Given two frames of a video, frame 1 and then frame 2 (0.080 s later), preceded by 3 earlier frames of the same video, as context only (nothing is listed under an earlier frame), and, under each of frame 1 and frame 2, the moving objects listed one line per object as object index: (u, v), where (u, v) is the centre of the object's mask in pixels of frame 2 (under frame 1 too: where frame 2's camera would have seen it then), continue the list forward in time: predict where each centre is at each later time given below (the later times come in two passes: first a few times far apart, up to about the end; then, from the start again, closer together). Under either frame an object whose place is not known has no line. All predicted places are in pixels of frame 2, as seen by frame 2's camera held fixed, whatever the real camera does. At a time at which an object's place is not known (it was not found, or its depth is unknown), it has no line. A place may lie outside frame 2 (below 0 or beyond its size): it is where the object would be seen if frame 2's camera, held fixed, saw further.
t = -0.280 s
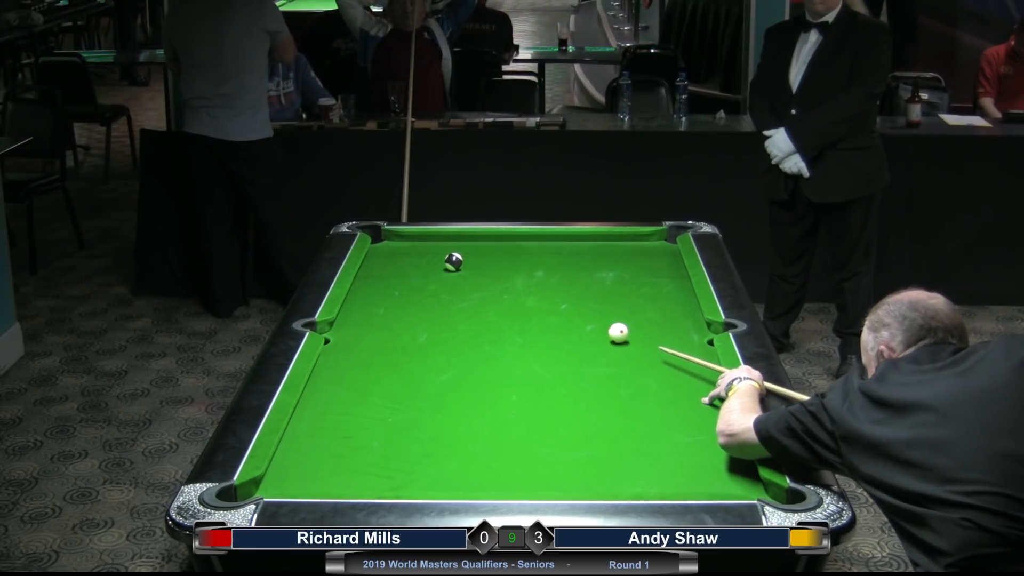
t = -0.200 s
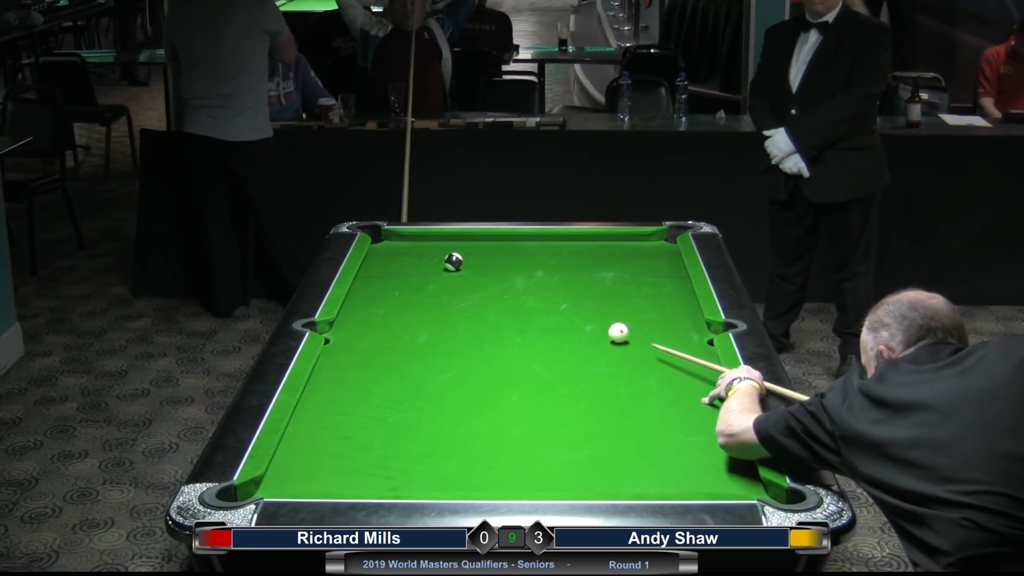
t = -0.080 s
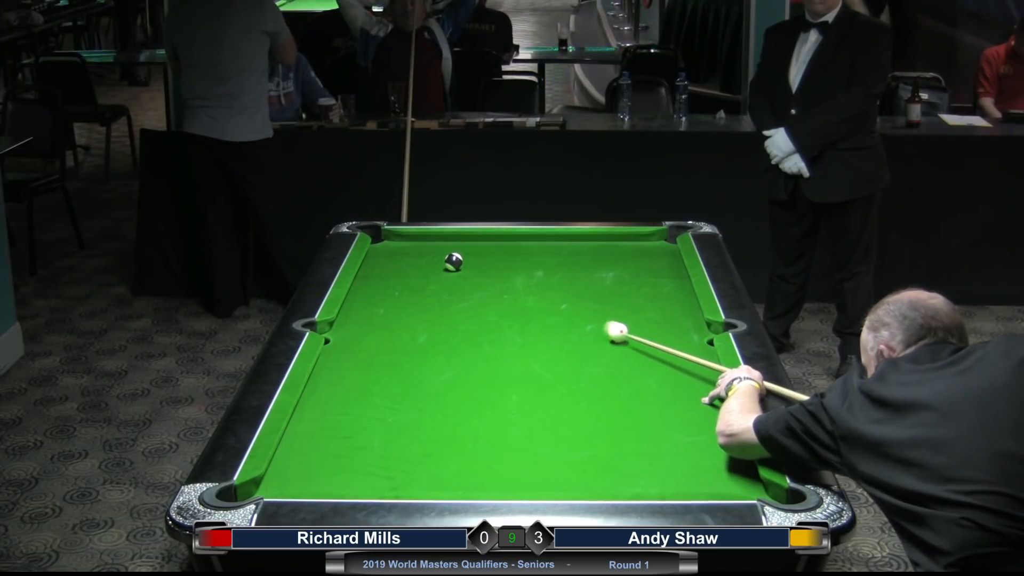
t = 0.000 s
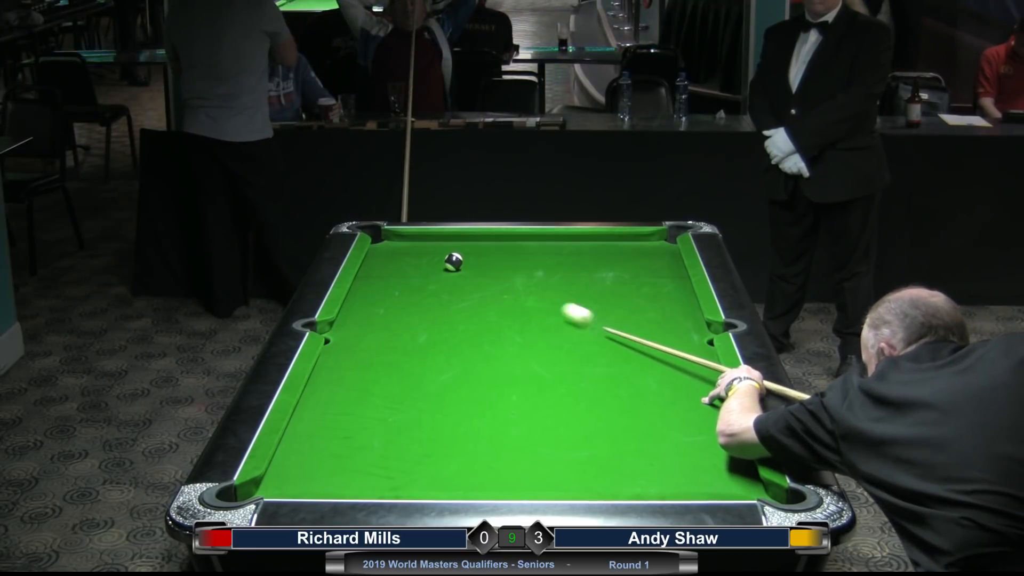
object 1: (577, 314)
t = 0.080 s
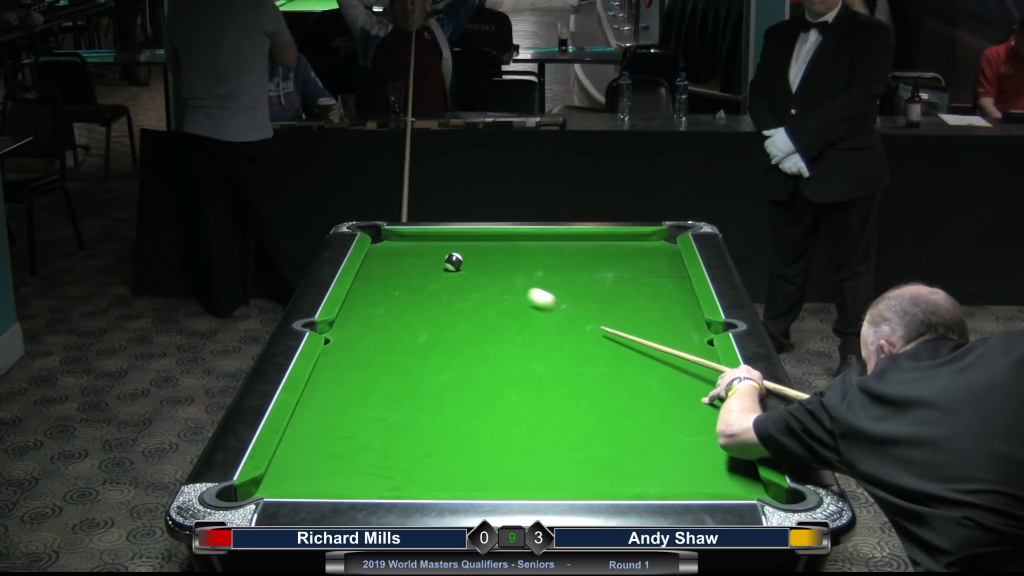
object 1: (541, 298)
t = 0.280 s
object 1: (471, 268)
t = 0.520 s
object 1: (473, 260)
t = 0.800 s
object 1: (472, 251)
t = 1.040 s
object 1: (471, 244)
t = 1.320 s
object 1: (470, 237)
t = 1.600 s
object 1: (468, 241)
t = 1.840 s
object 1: (467, 244)
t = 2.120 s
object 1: (466, 246)
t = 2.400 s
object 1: (466, 248)
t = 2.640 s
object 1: (466, 249)
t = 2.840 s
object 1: (465, 250)
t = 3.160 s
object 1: (466, 249)
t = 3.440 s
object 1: (466, 249)
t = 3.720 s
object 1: (466, 249)
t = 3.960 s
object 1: (466, 249)
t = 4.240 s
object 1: (466, 249)
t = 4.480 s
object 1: (466, 249)
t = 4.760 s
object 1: (466, 249)
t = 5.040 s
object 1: (466, 249)
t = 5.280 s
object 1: (466, 249)
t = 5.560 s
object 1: (466, 249)
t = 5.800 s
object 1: (466, 249)
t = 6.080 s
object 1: (466, 249)
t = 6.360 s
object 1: (466, 249)
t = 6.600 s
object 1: (466, 249)
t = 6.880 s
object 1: (466, 249)
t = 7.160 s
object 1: (466, 249)
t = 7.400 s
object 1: (466, 249)
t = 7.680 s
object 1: (466, 249)
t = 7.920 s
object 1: (466, 249)
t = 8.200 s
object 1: (466, 249)
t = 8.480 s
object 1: (466, 249)
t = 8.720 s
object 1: (466, 249)
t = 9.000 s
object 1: (466, 249)
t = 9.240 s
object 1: (466, 249)
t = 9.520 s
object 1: (466, 249)
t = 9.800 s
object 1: (466, 249)
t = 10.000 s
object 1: (466, 249)
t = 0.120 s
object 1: (525, 292)
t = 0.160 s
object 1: (510, 285)
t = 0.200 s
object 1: (497, 279)
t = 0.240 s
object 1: (483, 273)
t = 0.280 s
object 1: (471, 268)
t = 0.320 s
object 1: (467, 266)
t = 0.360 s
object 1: (470, 265)
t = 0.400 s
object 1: (472, 264)
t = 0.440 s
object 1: (473, 263)
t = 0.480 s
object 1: (473, 262)
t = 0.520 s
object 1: (473, 260)
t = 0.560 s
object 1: (473, 259)
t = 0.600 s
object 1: (473, 257)
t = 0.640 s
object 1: (473, 256)
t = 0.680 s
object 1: (472, 255)
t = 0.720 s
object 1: (472, 253)
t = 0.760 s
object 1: (472, 252)
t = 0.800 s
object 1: (472, 251)
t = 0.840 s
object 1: (472, 250)
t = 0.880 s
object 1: (472, 248)
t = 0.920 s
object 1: (472, 247)
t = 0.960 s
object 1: (472, 246)
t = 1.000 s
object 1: (472, 245)
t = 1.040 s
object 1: (471, 244)
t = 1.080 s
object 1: (471, 243)
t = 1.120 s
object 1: (471, 242)
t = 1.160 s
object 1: (471, 240)
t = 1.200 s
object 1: (471, 240)
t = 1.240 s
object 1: (470, 238)
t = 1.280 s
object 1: (470, 238)
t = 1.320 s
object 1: (470, 237)
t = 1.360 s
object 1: (470, 238)
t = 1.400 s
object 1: (469, 238)
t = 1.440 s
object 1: (469, 239)
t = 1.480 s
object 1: (469, 239)
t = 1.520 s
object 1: (468, 240)
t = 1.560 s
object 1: (468, 240)
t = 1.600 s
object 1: (468, 241)
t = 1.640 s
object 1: (468, 241)
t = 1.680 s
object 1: (467, 242)
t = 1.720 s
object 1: (467, 242)
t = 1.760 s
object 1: (467, 243)
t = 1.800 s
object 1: (467, 243)
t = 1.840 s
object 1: (467, 244)
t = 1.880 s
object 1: (466, 244)
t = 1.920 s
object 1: (466, 244)
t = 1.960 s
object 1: (466, 245)
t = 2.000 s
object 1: (466, 245)
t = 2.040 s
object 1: (466, 246)
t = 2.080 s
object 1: (466, 246)
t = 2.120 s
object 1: (466, 246)
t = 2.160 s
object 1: (466, 247)
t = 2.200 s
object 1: (466, 247)
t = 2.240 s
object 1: (466, 247)
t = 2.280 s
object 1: (466, 247)
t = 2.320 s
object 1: (466, 248)
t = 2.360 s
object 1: (466, 248)
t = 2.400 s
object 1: (466, 248)
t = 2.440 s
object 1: (466, 248)
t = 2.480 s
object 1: (466, 249)
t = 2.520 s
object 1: (466, 249)
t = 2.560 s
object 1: (466, 249)
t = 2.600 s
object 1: (466, 249)
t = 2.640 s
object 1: (466, 249)
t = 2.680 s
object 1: (466, 249)
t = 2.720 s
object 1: (466, 250)
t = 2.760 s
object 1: (466, 250)
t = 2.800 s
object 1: (466, 250)
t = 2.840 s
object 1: (465, 250)
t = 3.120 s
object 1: (467, 249)
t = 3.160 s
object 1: (466, 249)
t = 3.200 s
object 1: (466, 249)
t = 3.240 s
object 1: (466, 249)
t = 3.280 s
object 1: (466, 249)
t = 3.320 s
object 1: (466, 249)
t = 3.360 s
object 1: (466, 249)
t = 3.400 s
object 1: (466, 249)
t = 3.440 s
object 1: (466, 249)
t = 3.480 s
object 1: (466, 249)
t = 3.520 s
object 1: (466, 249)
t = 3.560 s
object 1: (466, 249)
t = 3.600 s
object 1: (466, 249)
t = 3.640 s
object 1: (466, 249)
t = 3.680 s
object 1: (466, 249)
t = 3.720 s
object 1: (466, 249)
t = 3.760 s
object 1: (466, 249)
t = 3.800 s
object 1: (466, 249)
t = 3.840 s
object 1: (466, 249)
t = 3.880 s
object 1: (466, 249)
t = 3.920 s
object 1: (466, 249)
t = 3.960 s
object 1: (466, 249)
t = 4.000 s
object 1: (466, 249)
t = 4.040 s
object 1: (466, 249)
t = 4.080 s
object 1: (466, 249)
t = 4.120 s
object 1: (466, 249)
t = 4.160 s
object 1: (466, 249)
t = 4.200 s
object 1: (466, 249)
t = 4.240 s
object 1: (466, 249)
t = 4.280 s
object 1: (466, 249)
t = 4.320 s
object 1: (466, 249)
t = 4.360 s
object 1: (466, 249)
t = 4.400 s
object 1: (466, 249)
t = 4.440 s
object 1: (466, 249)
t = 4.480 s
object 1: (466, 249)
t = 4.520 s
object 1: (466, 249)
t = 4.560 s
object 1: (466, 249)
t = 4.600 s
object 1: (466, 249)
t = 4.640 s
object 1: (466, 249)
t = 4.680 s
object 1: (466, 249)
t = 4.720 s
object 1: (466, 249)
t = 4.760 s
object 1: (466, 249)
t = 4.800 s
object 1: (466, 249)
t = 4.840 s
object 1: (466, 249)
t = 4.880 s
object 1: (466, 249)
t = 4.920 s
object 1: (466, 249)
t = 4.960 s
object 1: (466, 249)
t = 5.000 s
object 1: (466, 249)
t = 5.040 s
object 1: (466, 249)
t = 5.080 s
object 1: (466, 249)
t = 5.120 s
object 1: (466, 249)
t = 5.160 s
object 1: (466, 249)
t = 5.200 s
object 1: (466, 249)
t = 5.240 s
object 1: (466, 249)
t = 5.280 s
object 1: (466, 249)
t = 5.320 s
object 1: (466, 249)
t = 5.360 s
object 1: (466, 249)
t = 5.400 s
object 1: (466, 249)
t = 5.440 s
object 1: (466, 249)
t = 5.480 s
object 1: (466, 249)
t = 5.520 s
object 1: (466, 249)
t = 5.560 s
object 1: (466, 249)
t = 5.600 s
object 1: (466, 249)
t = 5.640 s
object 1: (466, 249)
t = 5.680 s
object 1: (466, 249)
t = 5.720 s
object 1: (466, 249)
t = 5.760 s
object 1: (466, 249)
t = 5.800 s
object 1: (466, 249)
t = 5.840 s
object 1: (466, 249)
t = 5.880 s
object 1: (466, 249)
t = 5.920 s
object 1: (466, 249)
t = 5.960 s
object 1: (466, 249)
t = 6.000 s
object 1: (466, 249)
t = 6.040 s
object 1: (466, 249)
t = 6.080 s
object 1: (466, 249)
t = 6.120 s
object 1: (466, 249)
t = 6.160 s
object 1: (466, 249)
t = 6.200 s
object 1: (466, 249)
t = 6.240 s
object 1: (466, 249)
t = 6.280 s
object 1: (466, 249)
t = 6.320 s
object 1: (466, 249)
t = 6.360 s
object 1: (466, 249)
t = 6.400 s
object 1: (466, 249)
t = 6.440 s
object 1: (466, 249)
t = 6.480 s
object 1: (466, 249)
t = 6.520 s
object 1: (466, 249)
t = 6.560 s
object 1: (466, 249)
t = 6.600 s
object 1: (466, 249)
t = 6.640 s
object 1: (466, 249)
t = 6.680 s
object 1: (466, 249)
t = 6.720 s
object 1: (466, 249)
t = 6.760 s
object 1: (466, 249)
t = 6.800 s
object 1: (466, 249)
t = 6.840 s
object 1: (466, 249)
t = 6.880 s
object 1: (466, 249)
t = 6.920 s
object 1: (466, 249)
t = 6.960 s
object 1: (466, 249)
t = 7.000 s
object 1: (466, 249)
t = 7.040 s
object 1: (466, 249)
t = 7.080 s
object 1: (466, 249)
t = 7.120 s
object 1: (466, 249)
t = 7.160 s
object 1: (466, 249)
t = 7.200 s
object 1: (466, 249)
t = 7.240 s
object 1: (466, 249)
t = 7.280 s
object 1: (466, 249)
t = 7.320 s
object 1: (466, 249)
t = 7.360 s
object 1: (466, 249)
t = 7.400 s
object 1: (466, 249)
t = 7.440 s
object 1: (466, 249)
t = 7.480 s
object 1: (466, 249)
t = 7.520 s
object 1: (466, 249)
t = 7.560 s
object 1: (466, 249)
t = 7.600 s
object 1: (466, 249)
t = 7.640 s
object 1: (466, 249)
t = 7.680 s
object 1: (466, 249)
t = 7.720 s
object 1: (466, 249)
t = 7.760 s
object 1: (466, 249)
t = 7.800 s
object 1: (466, 249)
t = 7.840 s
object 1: (466, 249)
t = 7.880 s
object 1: (466, 249)
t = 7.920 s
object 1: (466, 249)
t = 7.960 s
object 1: (466, 249)
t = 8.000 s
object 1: (466, 249)
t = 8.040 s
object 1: (466, 249)
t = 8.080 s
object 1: (466, 249)
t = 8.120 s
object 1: (466, 249)
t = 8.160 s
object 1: (466, 249)
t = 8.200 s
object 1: (466, 249)
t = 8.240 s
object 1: (466, 249)
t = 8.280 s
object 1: (466, 249)
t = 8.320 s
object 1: (466, 249)
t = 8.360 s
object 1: (466, 249)
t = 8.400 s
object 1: (466, 249)
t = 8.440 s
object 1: (466, 249)
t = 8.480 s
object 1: (466, 249)
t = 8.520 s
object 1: (466, 249)
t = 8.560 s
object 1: (466, 249)
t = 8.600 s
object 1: (466, 249)
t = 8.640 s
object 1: (466, 249)
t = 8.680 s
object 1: (466, 249)
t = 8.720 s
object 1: (466, 249)
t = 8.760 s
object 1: (466, 249)
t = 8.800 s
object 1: (466, 249)
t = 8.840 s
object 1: (466, 249)
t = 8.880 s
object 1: (466, 249)
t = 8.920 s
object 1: (466, 249)
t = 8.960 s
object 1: (466, 249)
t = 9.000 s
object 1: (466, 249)
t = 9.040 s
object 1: (466, 249)
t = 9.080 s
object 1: (466, 249)
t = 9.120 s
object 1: (466, 249)
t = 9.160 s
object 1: (466, 249)
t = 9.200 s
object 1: (466, 249)
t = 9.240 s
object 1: (466, 249)
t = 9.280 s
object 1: (466, 249)
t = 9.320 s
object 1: (466, 249)
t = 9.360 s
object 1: (466, 249)
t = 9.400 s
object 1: (466, 249)
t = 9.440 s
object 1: (466, 249)
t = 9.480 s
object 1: (466, 249)
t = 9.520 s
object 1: (466, 249)
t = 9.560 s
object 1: (466, 249)
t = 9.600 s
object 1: (466, 249)
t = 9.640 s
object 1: (466, 249)
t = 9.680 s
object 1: (466, 249)
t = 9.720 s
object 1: (466, 249)
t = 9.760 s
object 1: (466, 249)
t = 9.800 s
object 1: (466, 249)
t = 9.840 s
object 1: (466, 249)
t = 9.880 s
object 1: (466, 249)
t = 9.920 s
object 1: (466, 249)
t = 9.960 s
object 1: (466, 249)
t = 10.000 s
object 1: (466, 249)
